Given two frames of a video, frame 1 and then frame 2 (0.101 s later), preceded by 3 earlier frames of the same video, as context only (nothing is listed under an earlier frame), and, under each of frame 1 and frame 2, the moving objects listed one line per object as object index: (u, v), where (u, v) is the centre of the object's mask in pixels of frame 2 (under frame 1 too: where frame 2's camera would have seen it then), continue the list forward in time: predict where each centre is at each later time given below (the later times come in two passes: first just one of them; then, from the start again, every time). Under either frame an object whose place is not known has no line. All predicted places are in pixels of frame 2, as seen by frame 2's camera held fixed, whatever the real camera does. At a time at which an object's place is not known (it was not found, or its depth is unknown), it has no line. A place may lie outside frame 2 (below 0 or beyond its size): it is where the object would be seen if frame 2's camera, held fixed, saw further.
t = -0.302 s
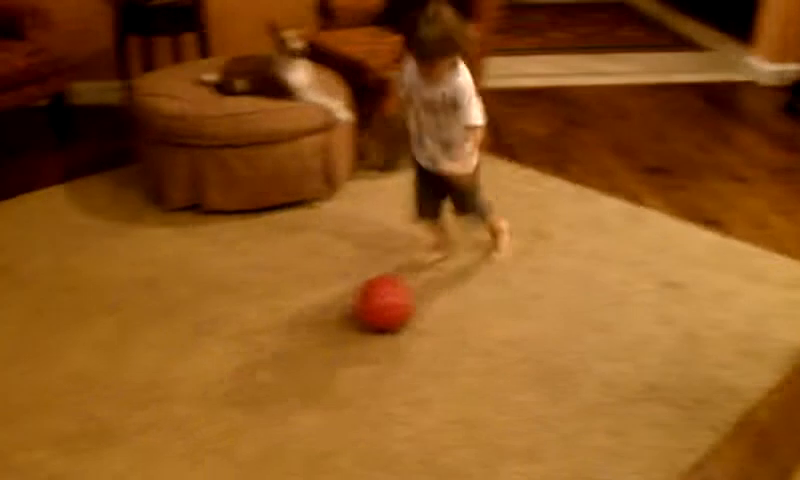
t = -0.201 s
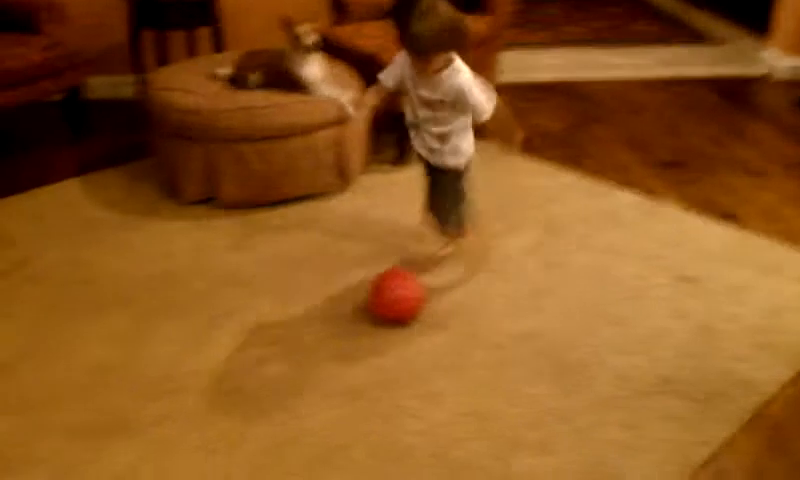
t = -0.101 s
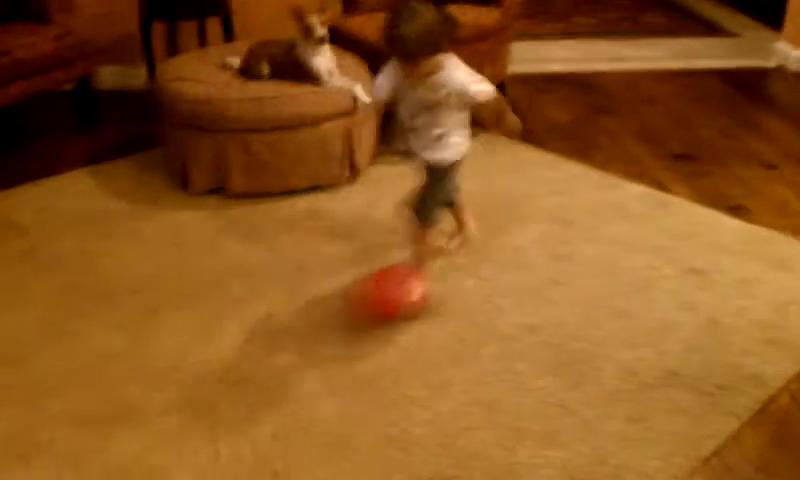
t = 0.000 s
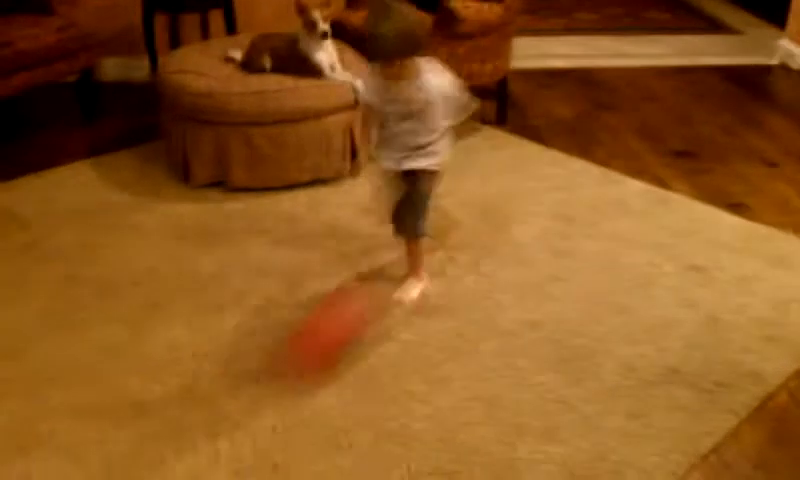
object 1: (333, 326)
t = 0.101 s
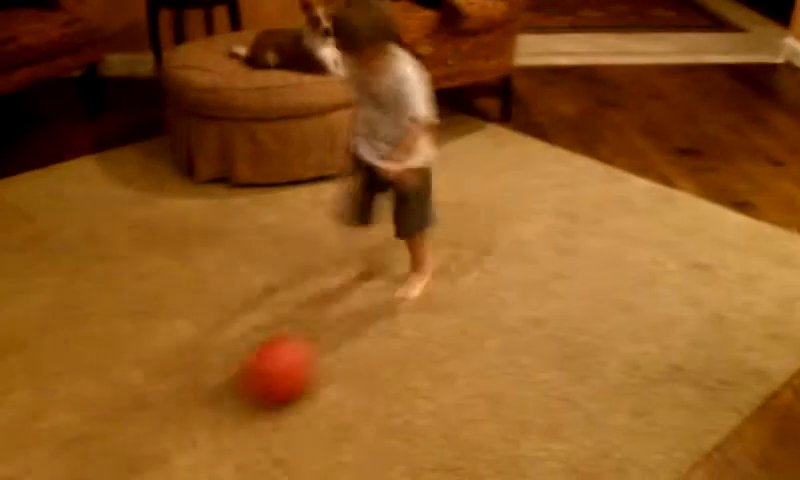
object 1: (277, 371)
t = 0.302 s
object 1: (195, 427)
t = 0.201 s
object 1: (239, 398)
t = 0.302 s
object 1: (195, 427)
